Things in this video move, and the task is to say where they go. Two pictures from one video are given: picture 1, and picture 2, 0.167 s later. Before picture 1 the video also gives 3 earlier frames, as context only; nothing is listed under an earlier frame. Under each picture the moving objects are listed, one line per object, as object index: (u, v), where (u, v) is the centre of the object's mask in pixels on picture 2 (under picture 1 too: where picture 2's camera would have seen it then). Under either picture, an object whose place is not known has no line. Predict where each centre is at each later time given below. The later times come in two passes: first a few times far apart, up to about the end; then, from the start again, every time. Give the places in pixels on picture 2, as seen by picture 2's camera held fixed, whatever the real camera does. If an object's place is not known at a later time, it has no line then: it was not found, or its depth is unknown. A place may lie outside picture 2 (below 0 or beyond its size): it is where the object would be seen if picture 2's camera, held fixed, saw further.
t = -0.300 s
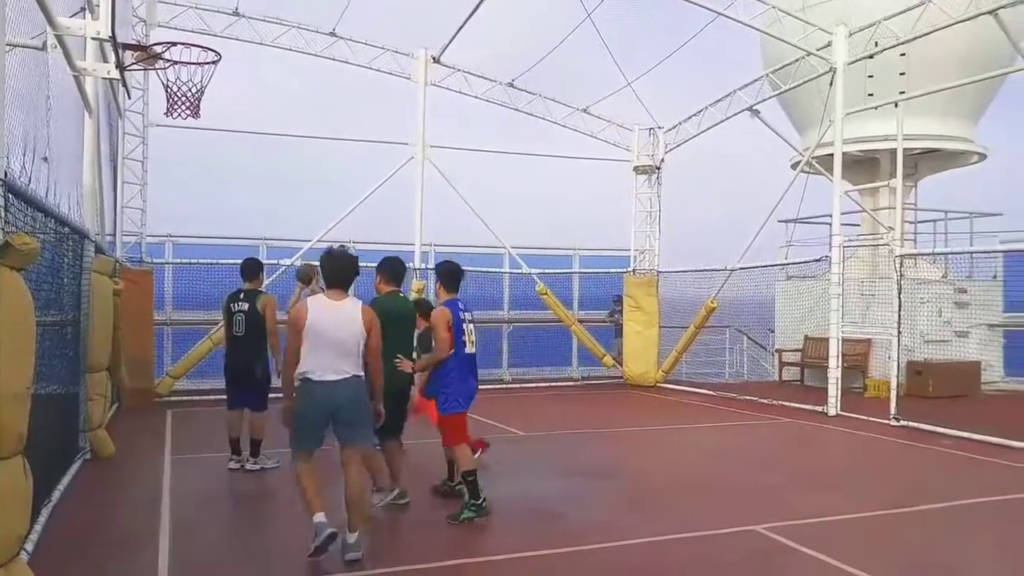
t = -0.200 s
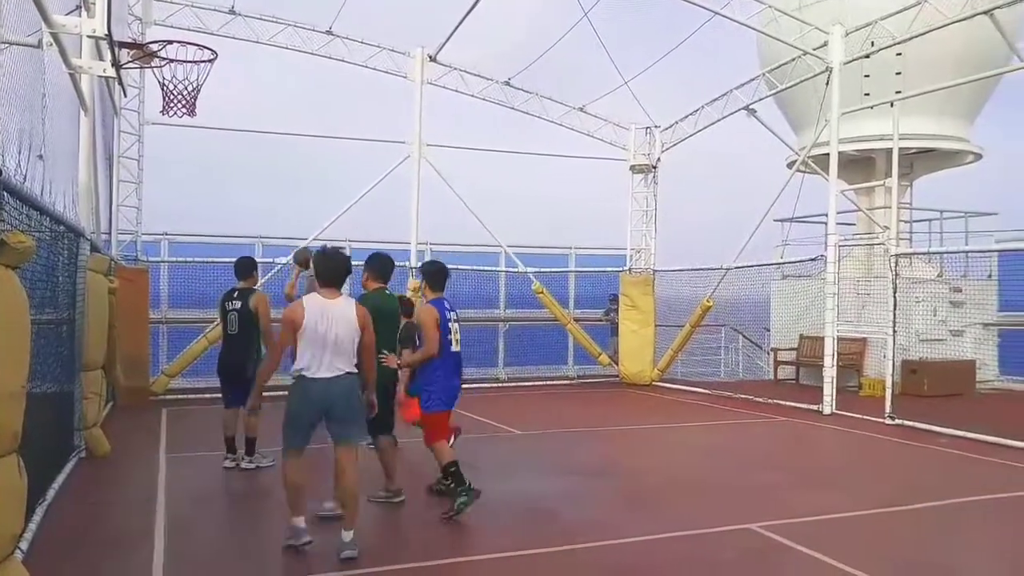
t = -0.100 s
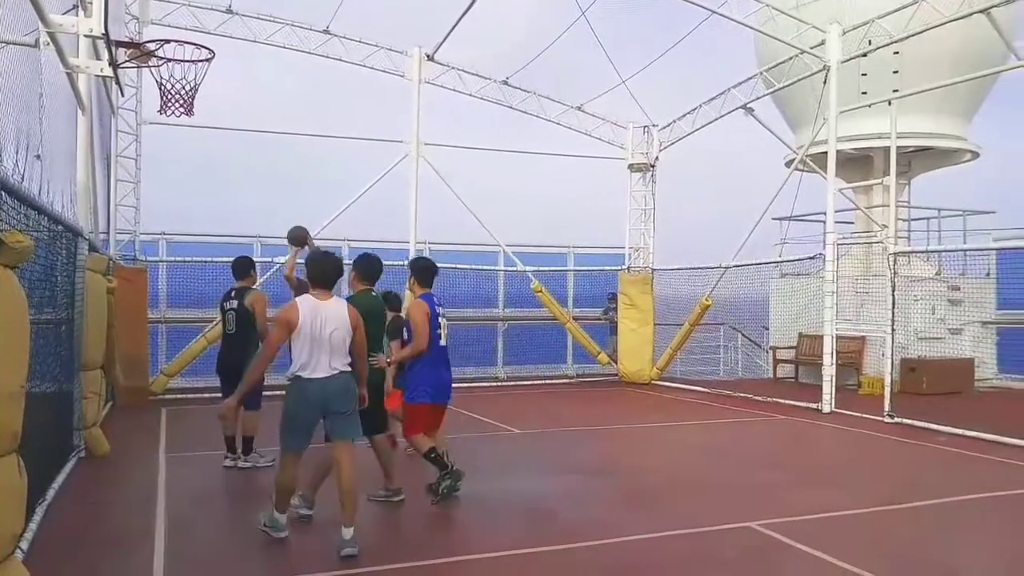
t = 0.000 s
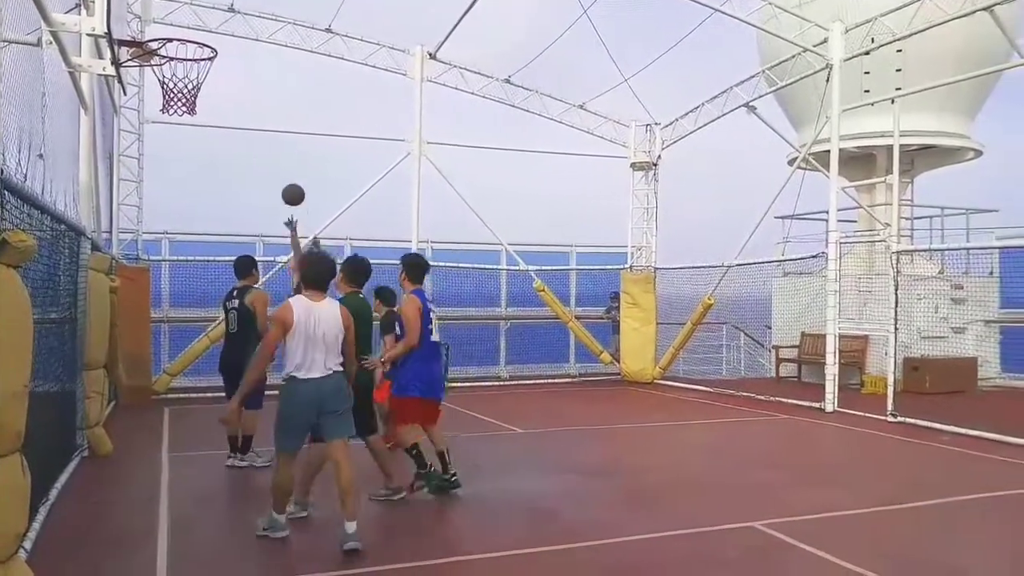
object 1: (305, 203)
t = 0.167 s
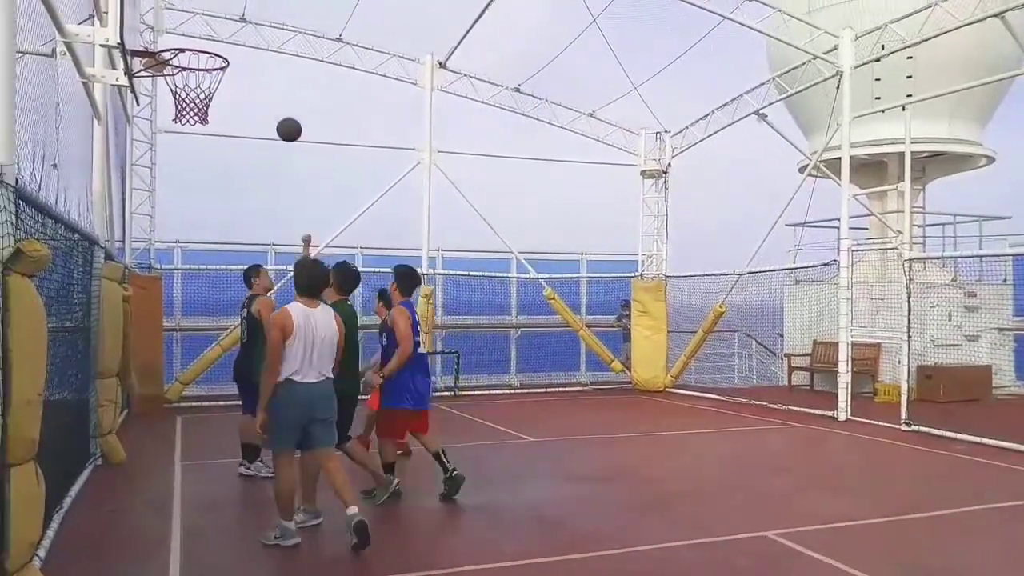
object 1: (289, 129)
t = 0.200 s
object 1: (285, 117)
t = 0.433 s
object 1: (260, 52)
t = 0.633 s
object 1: (233, 40)
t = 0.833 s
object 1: (216, 55)
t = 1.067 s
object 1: (236, 73)
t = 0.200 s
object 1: (285, 117)
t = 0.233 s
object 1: (282, 104)
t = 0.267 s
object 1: (279, 93)
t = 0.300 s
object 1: (276, 83)
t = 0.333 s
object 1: (272, 74)
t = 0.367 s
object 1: (268, 66)
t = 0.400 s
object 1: (265, 59)
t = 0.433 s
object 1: (260, 52)
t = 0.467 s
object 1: (256, 47)
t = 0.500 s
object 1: (252, 44)
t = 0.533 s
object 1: (248, 41)
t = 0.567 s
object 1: (243, 39)
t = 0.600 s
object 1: (238, 39)
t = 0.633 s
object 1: (233, 40)
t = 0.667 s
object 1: (228, 43)
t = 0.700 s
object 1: (223, 47)
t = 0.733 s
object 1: (217, 53)
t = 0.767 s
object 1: (211, 61)
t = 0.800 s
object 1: (212, 59)
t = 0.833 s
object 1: (216, 55)
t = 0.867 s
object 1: (218, 53)
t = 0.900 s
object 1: (221, 53)
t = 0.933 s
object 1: (225, 55)
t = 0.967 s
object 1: (228, 57)
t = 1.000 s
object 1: (230, 61)
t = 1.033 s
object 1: (233, 66)
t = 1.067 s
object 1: (236, 73)
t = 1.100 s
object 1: (239, 81)
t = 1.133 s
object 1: (241, 90)
